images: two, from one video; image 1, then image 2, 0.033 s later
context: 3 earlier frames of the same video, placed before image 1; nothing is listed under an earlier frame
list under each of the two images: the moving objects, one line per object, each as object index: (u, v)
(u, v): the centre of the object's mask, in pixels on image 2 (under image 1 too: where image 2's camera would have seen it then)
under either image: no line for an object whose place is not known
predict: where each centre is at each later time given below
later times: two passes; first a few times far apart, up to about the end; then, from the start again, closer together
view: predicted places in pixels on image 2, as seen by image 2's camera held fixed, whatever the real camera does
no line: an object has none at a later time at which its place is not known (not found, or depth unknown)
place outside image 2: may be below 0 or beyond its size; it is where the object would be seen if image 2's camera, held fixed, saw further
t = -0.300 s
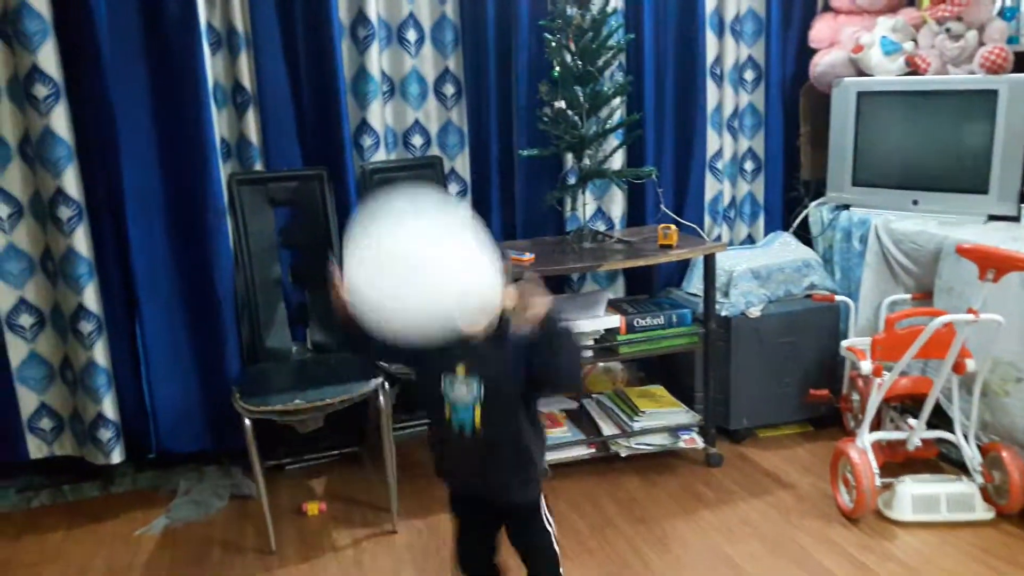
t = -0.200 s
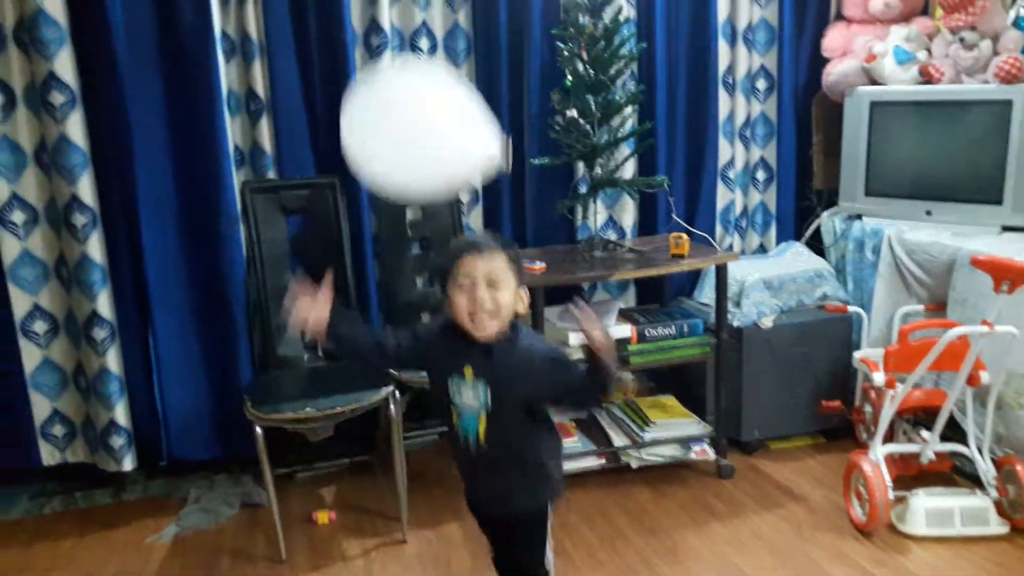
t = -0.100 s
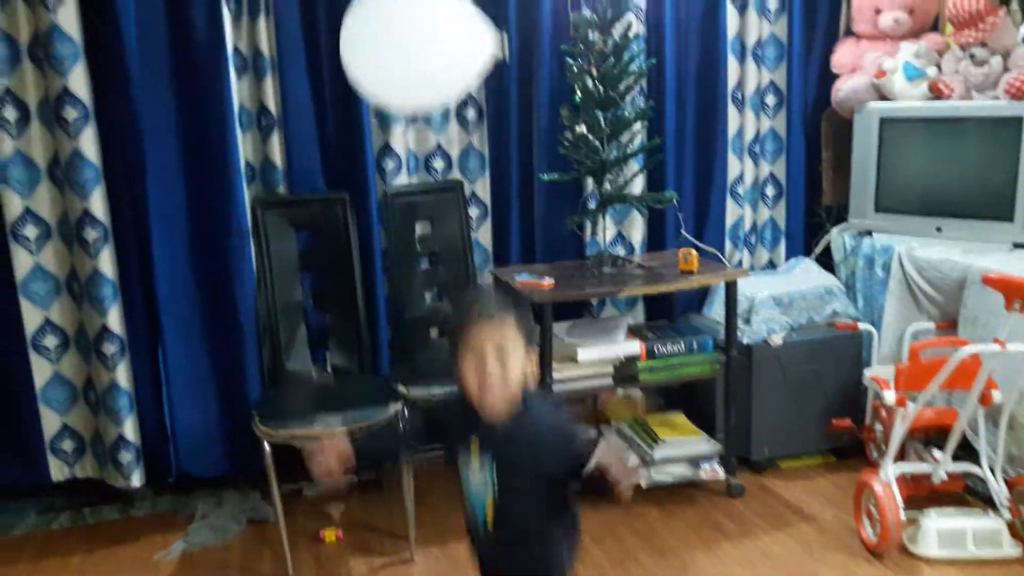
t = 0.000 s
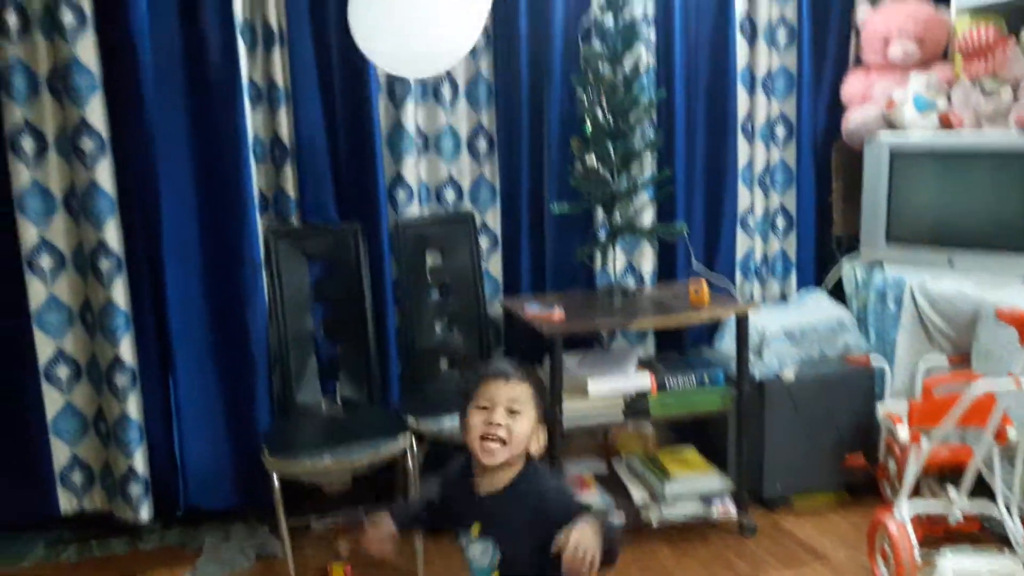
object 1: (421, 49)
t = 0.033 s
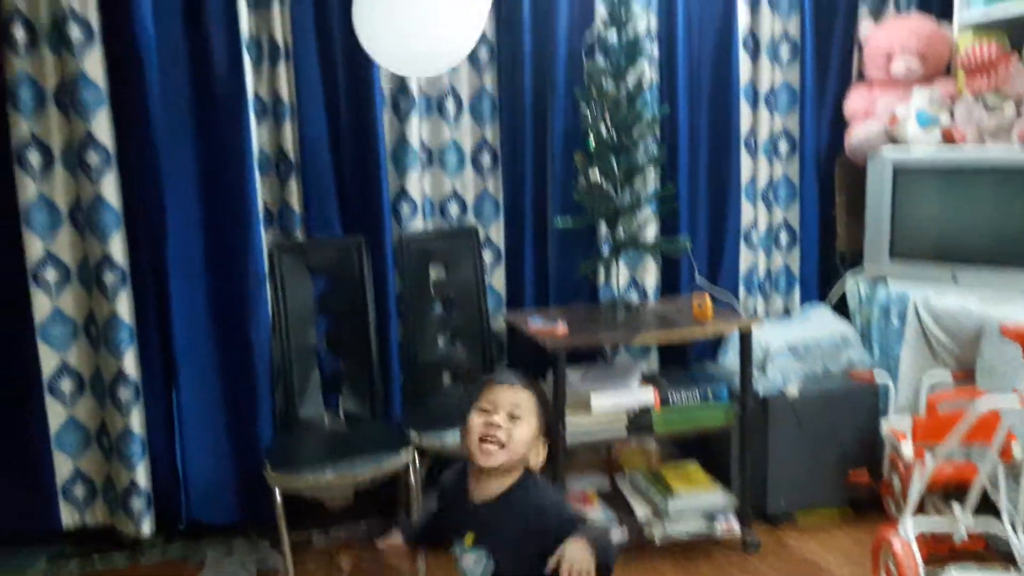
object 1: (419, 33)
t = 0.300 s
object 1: (420, -32)
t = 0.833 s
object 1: (423, 66)
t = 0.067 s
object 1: (418, 18)
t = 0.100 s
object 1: (417, 6)
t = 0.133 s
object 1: (417, -7)
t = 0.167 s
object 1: (417, -17)
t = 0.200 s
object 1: (417, -24)
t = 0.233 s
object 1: (418, -28)
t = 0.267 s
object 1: (419, -31)
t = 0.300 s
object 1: (420, -32)
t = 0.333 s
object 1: (419, -31)
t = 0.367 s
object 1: (419, -28)
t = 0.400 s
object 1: (418, -25)
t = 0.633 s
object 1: (422, 11)
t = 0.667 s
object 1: (422, 19)
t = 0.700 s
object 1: (422, 27)
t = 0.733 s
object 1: (422, 35)
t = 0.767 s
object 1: (423, 47)
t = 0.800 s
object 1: (424, 57)
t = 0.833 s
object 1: (423, 66)
